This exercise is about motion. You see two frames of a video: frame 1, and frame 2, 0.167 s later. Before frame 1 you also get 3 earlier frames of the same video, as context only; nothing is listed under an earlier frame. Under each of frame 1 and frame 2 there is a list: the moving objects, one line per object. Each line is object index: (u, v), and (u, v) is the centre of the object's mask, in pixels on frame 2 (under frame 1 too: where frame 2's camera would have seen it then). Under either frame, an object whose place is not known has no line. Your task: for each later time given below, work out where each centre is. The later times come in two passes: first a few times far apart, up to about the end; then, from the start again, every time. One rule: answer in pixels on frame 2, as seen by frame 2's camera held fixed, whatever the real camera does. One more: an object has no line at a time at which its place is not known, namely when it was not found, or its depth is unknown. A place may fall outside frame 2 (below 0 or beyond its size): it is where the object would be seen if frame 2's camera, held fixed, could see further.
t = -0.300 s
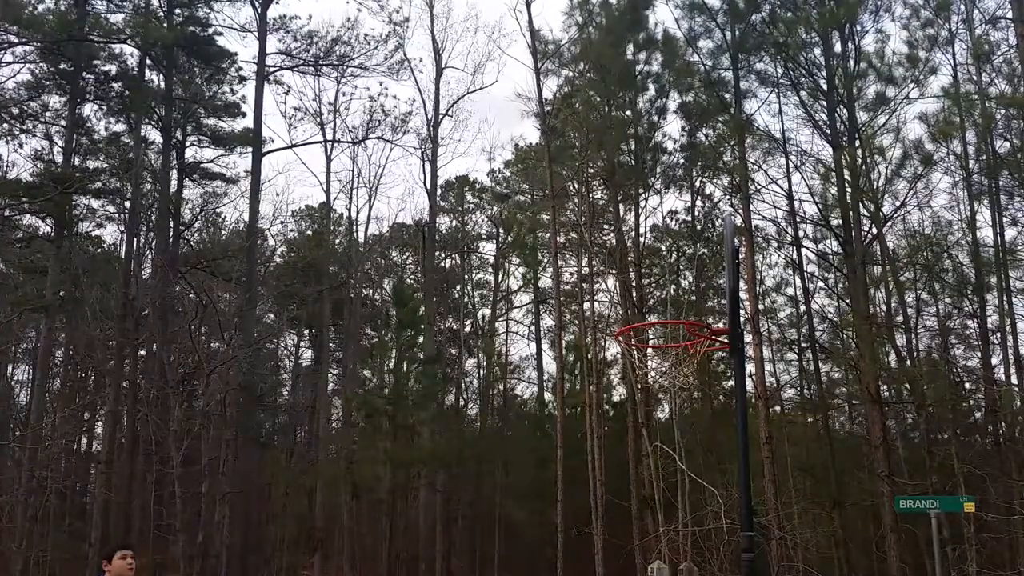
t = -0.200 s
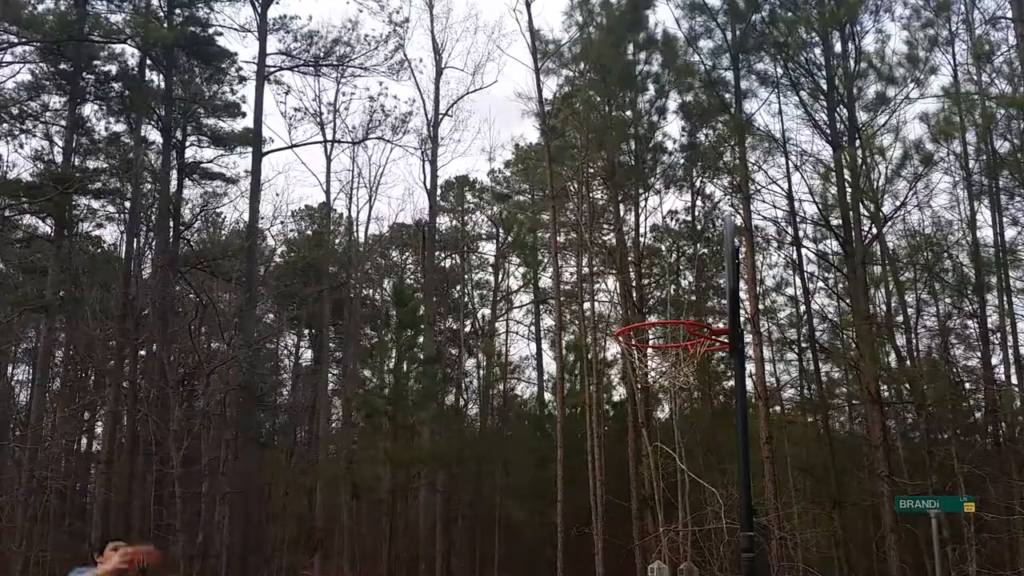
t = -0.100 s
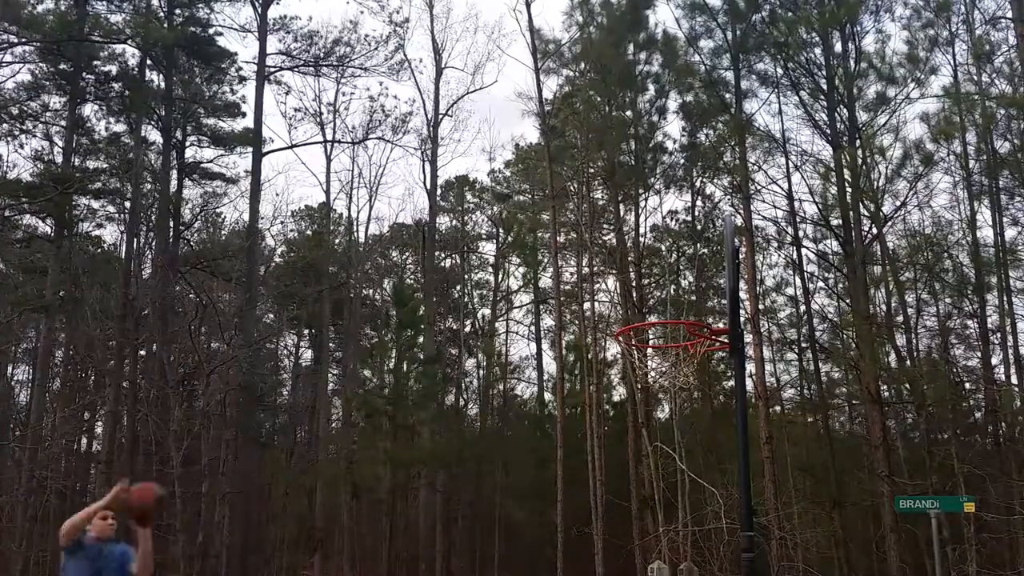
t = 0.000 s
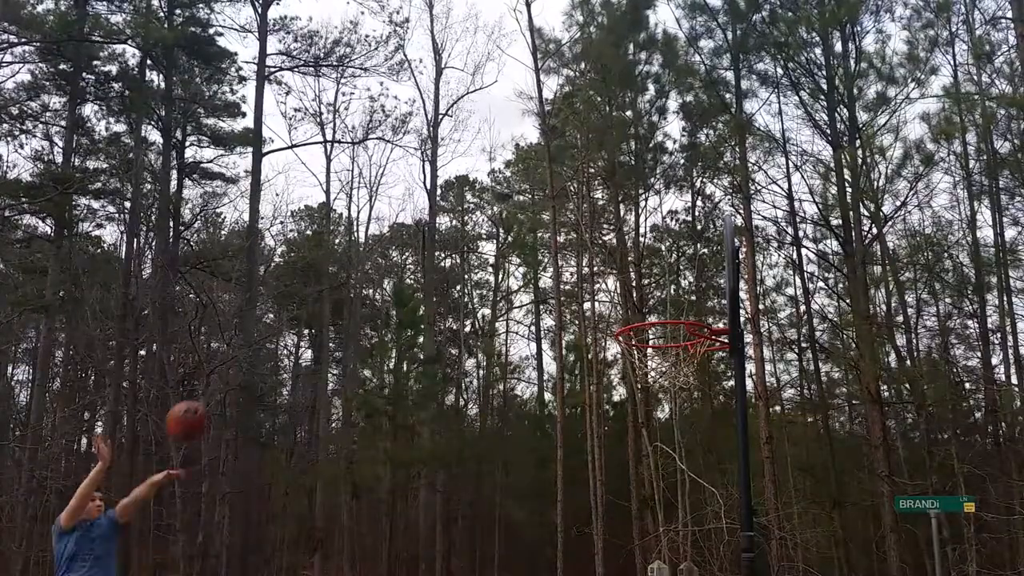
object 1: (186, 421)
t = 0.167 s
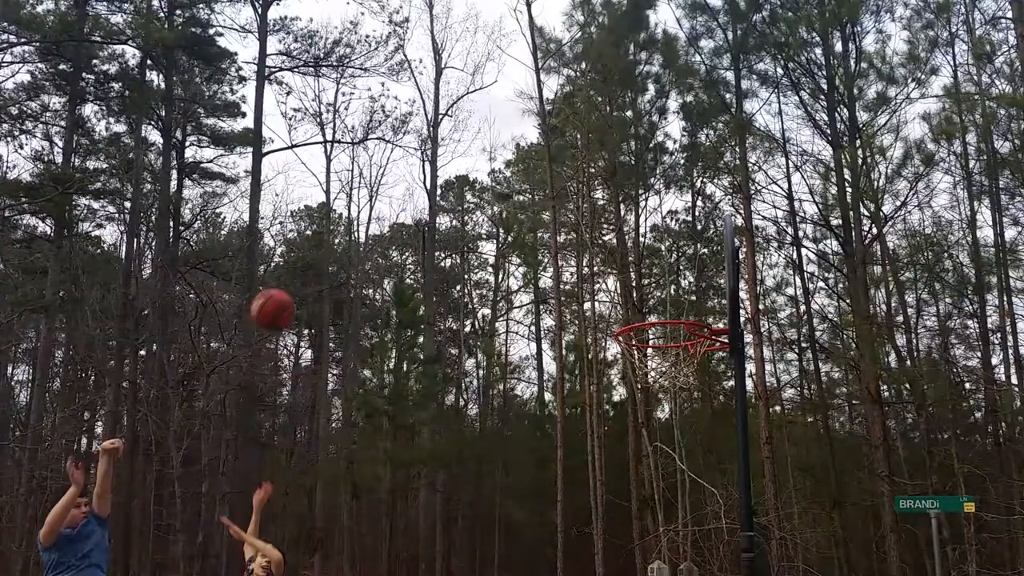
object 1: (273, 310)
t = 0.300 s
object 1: (342, 250)
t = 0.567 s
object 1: (492, 214)
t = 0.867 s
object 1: (696, 316)
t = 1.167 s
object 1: (708, 296)
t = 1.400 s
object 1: (712, 402)
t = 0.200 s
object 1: (289, 294)
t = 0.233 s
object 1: (307, 276)
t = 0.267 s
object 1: (324, 262)
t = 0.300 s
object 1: (342, 250)
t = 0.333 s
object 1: (360, 240)
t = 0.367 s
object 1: (378, 231)
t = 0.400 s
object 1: (397, 223)
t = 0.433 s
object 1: (414, 217)
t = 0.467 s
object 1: (434, 214)
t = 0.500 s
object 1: (453, 211)
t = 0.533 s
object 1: (472, 211)
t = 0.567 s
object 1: (492, 214)
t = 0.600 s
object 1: (516, 218)
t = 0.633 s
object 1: (536, 224)
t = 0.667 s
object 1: (558, 233)
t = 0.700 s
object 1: (580, 245)
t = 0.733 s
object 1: (604, 259)
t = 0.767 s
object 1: (628, 275)
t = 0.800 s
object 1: (655, 295)
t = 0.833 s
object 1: (681, 317)
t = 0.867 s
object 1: (696, 316)
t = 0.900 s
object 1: (703, 307)
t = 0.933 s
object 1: (704, 299)
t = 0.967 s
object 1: (704, 290)
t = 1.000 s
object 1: (705, 284)
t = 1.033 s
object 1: (705, 284)
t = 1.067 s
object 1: (704, 284)
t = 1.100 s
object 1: (705, 285)
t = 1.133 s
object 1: (707, 289)
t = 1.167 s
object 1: (708, 296)
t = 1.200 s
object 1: (705, 305)
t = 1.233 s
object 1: (704, 312)
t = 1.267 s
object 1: (703, 320)
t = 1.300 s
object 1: (709, 341)
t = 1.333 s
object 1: (712, 366)
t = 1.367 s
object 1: (712, 380)
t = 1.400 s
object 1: (712, 402)
